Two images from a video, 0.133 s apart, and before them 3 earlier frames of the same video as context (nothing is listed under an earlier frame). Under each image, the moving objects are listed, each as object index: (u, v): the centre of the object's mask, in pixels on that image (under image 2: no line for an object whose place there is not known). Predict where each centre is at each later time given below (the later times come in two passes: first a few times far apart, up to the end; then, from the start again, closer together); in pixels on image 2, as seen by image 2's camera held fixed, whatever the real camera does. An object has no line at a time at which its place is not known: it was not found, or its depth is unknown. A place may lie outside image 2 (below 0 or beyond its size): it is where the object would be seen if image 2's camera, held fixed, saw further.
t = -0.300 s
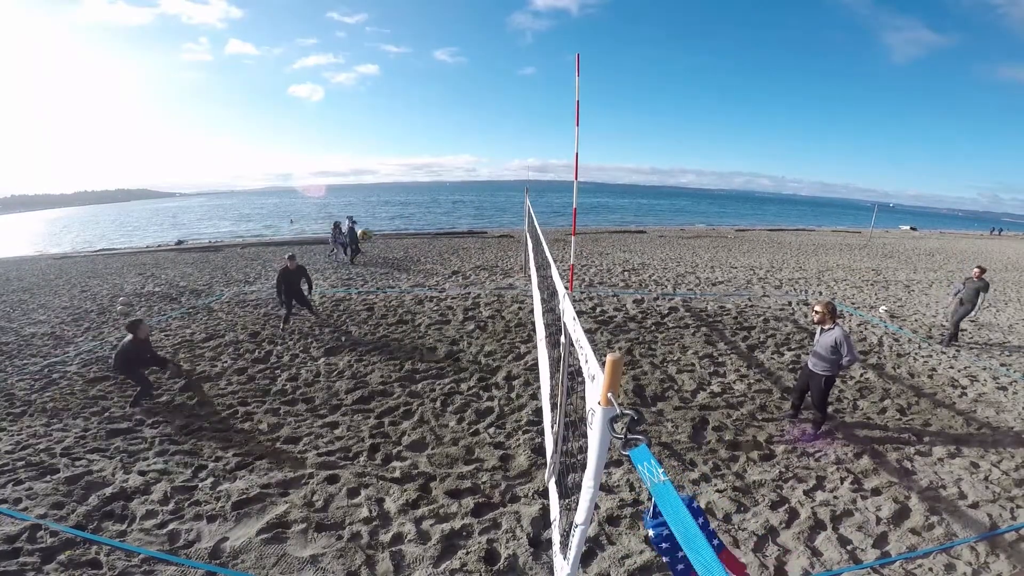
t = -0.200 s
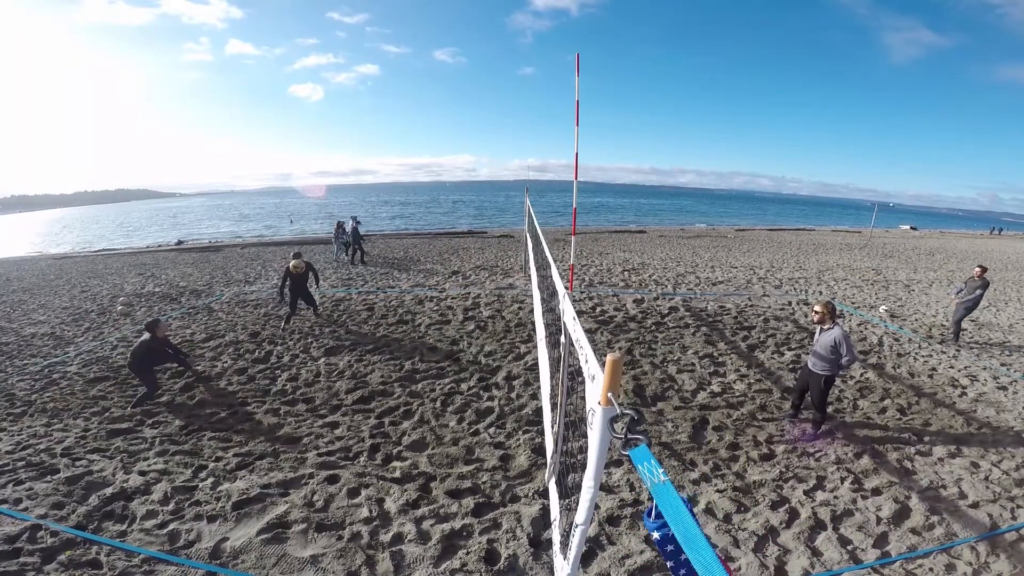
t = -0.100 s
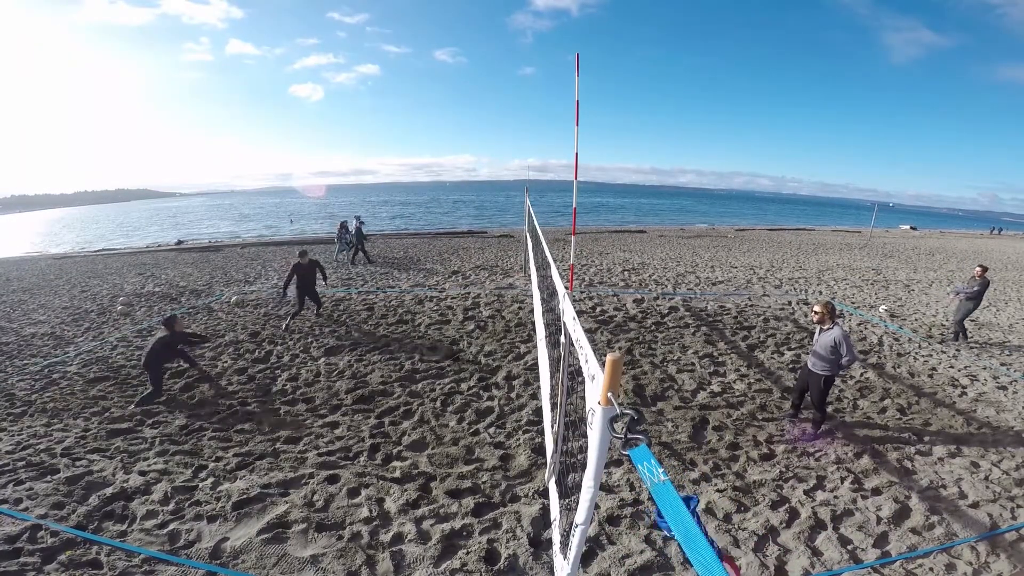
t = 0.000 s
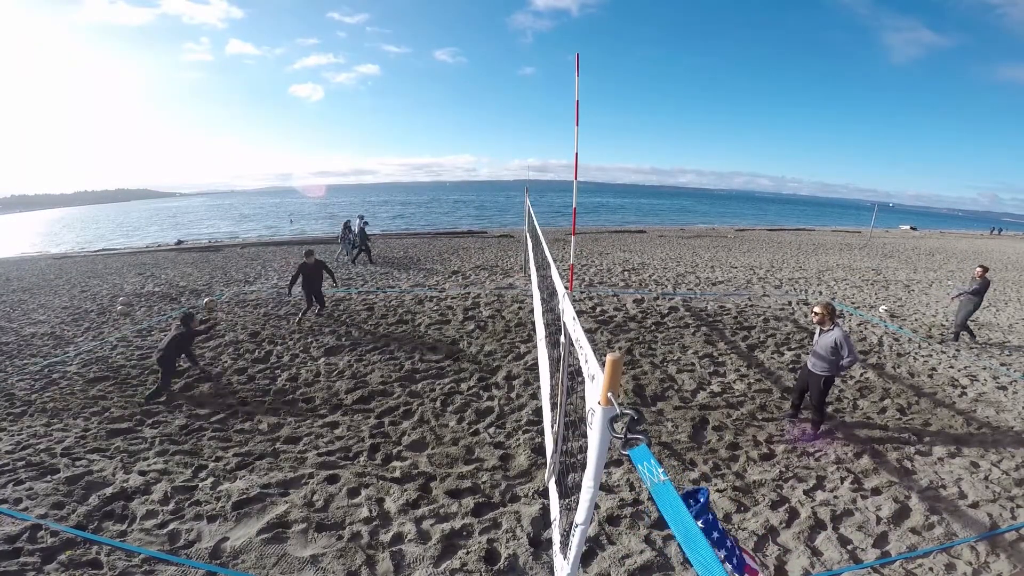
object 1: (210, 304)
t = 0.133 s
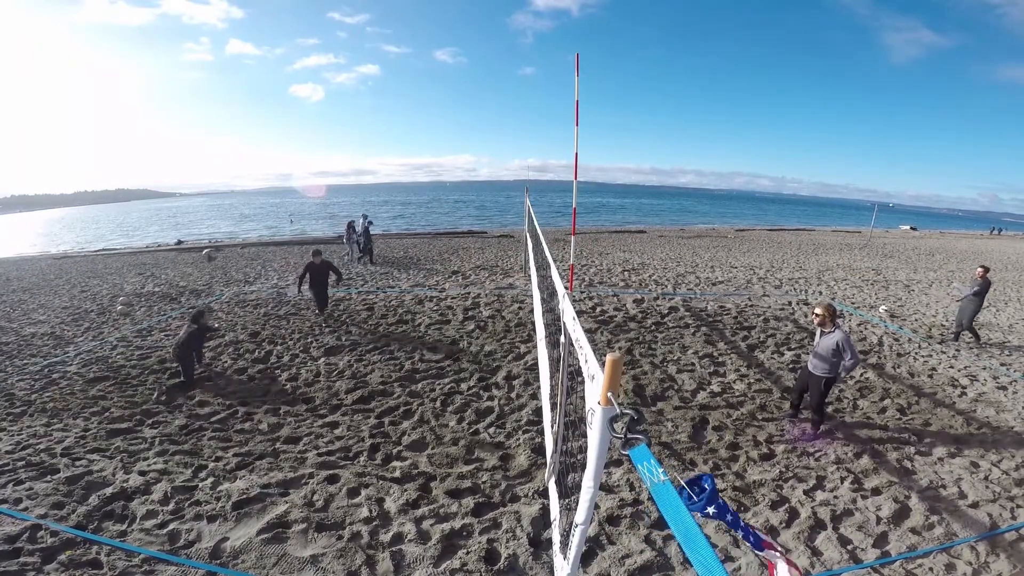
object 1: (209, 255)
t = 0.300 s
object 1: (214, 207)
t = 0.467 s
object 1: (222, 174)
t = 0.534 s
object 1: (226, 165)
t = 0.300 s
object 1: (214, 207)
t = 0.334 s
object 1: (215, 199)
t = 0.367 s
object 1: (217, 192)
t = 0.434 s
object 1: (220, 180)
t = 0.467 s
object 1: (222, 174)
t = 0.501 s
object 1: (224, 169)
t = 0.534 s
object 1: (226, 165)
